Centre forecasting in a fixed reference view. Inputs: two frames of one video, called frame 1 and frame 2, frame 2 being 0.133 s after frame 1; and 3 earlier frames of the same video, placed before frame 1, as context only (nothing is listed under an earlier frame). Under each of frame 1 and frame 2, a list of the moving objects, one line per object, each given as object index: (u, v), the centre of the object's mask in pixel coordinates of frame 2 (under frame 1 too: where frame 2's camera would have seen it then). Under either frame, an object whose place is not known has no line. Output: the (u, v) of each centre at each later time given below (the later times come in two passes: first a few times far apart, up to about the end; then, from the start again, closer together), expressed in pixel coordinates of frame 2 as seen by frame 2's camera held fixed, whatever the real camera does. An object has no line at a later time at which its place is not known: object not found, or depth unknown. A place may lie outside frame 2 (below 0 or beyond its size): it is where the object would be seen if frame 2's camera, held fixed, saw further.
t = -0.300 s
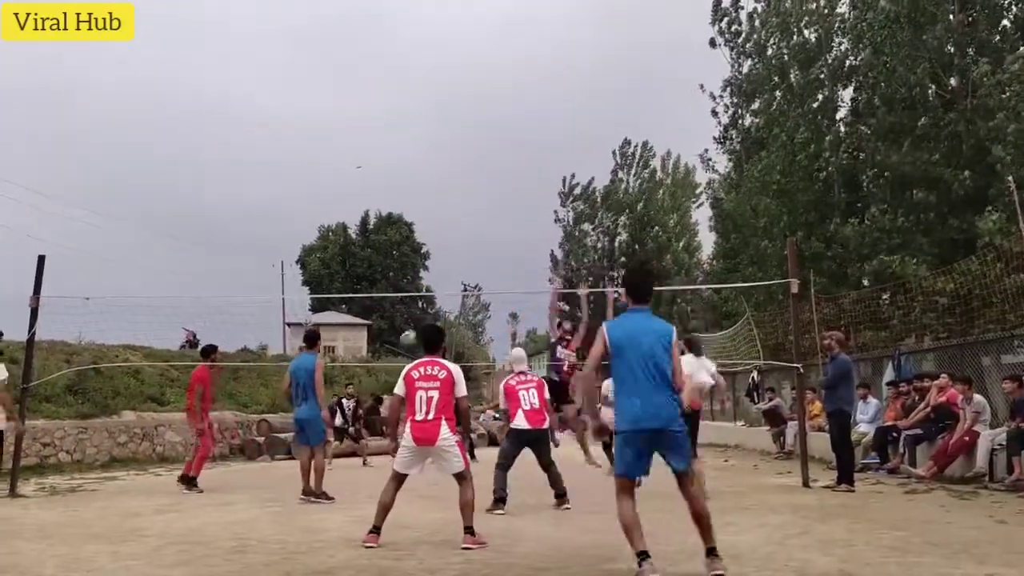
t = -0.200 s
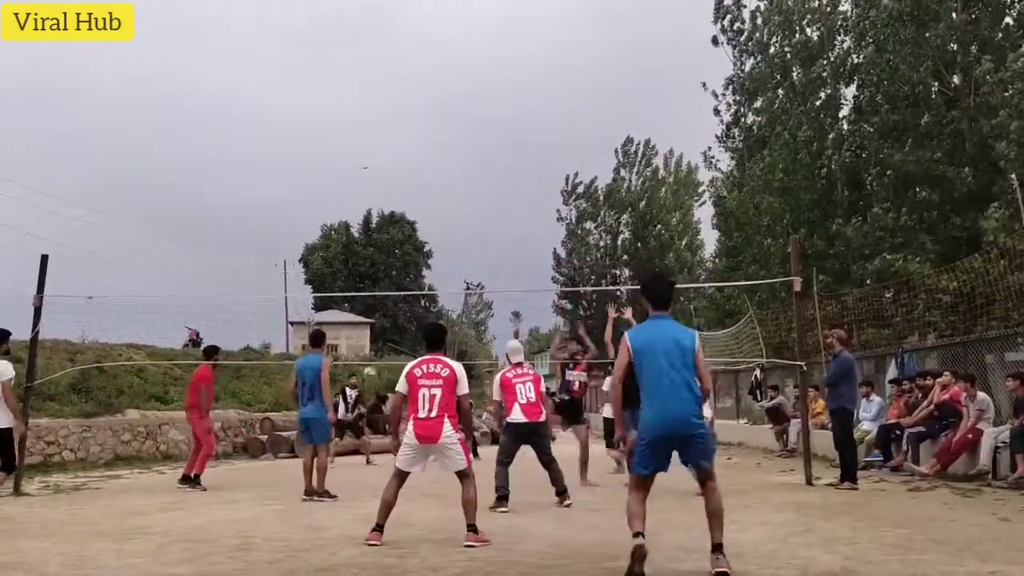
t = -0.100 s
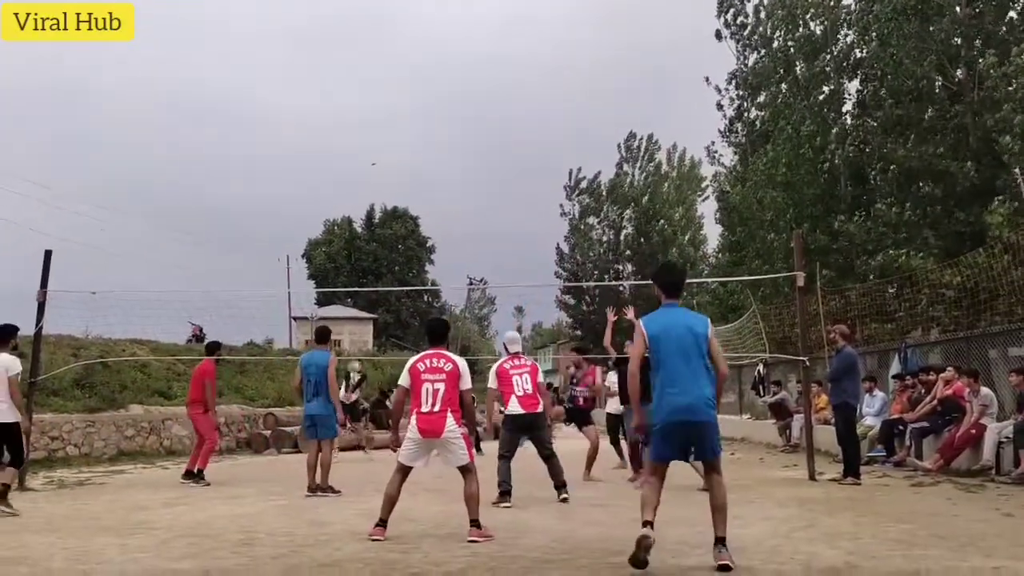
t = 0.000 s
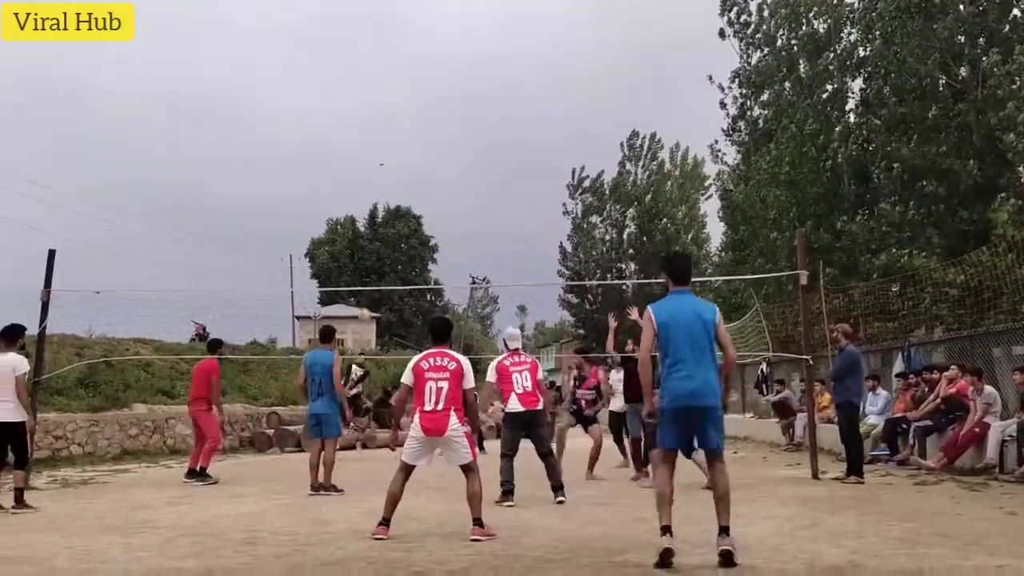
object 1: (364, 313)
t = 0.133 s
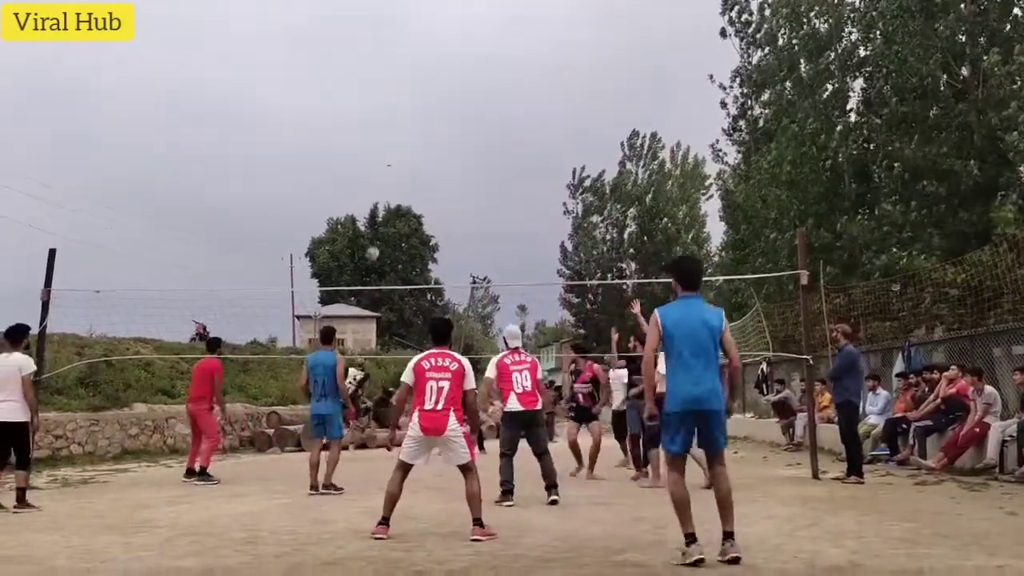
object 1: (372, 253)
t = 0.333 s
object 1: (386, 180)
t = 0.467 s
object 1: (395, 140)
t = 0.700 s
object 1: (412, 94)
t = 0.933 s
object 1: (431, 79)
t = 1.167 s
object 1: (454, 100)
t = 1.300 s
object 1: (468, 132)
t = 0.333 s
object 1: (386, 180)
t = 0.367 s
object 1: (388, 169)
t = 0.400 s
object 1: (390, 160)
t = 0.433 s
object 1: (392, 149)
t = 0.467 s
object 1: (395, 140)
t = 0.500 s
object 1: (397, 131)
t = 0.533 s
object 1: (400, 123)
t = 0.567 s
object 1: (401, 116)
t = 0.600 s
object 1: (404, 110)
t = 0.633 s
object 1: (407, 103)
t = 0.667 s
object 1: (409, 98)
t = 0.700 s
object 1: (412, 94)
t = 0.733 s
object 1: (414, 89)
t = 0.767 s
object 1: (417, 86)
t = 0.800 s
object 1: (420, 83)
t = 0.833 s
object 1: (423, 80)
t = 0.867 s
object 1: (425, 79)
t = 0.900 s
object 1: (428, 79)
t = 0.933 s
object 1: (431, 79)
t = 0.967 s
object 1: (434, 80)
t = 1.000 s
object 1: (437, 81)
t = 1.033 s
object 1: (441, 84)
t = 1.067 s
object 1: (444, 86)
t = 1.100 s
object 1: (447, 90)
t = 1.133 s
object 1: (451, 95)
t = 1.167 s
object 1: (454, 100)
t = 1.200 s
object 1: (457, 107)
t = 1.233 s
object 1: (461, 115)
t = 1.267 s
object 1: (464, 123)
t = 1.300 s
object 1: (468, 132)
